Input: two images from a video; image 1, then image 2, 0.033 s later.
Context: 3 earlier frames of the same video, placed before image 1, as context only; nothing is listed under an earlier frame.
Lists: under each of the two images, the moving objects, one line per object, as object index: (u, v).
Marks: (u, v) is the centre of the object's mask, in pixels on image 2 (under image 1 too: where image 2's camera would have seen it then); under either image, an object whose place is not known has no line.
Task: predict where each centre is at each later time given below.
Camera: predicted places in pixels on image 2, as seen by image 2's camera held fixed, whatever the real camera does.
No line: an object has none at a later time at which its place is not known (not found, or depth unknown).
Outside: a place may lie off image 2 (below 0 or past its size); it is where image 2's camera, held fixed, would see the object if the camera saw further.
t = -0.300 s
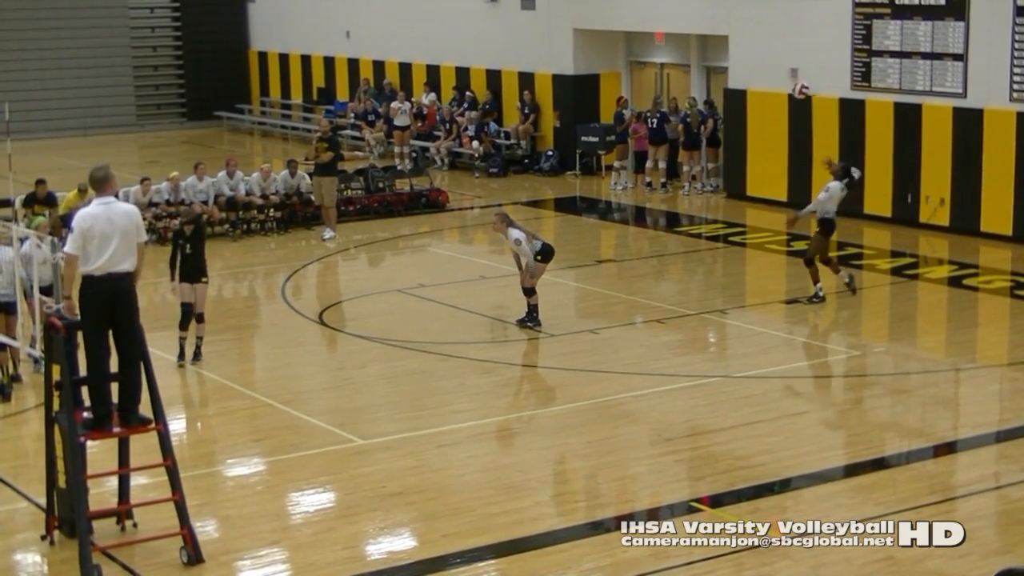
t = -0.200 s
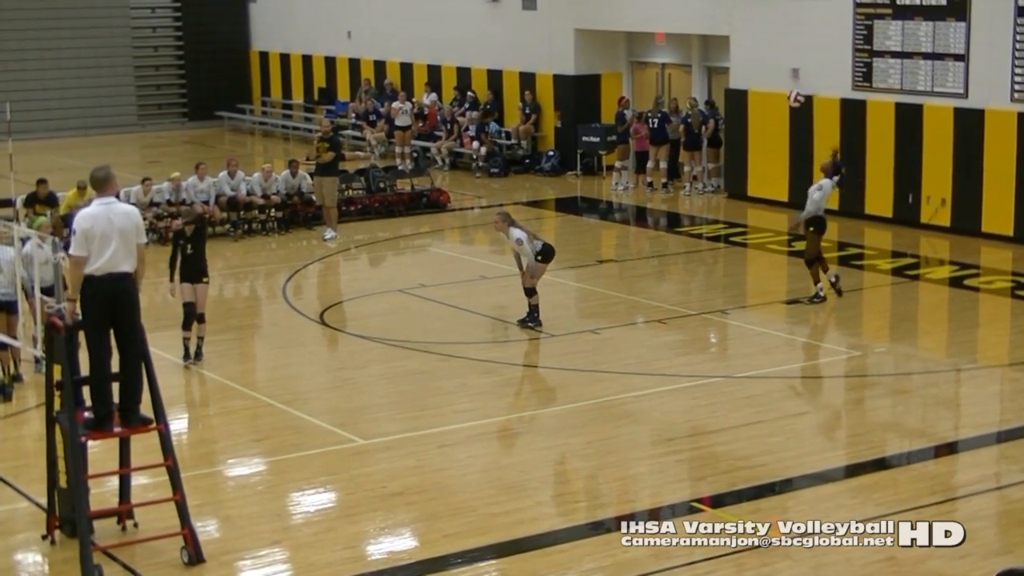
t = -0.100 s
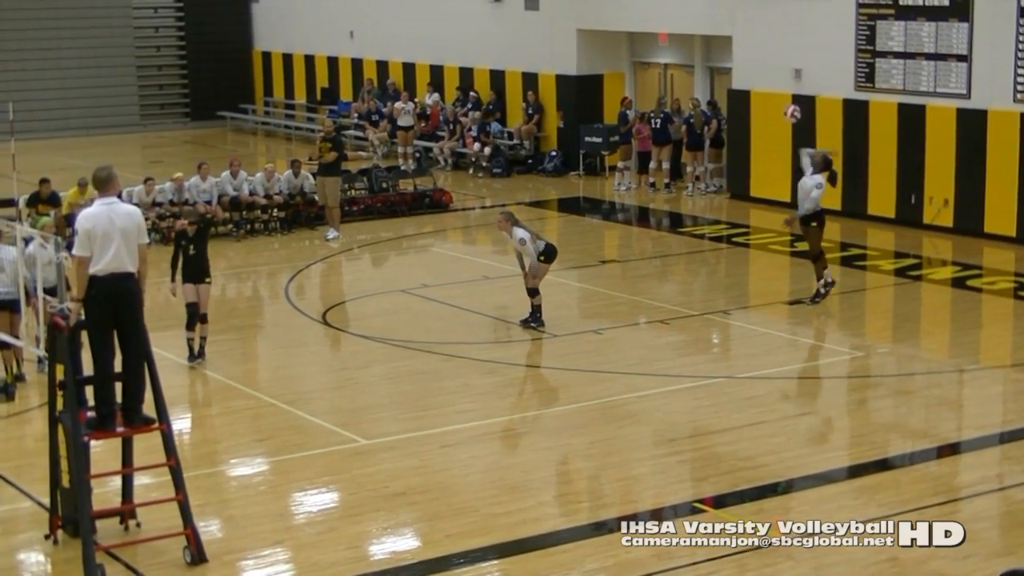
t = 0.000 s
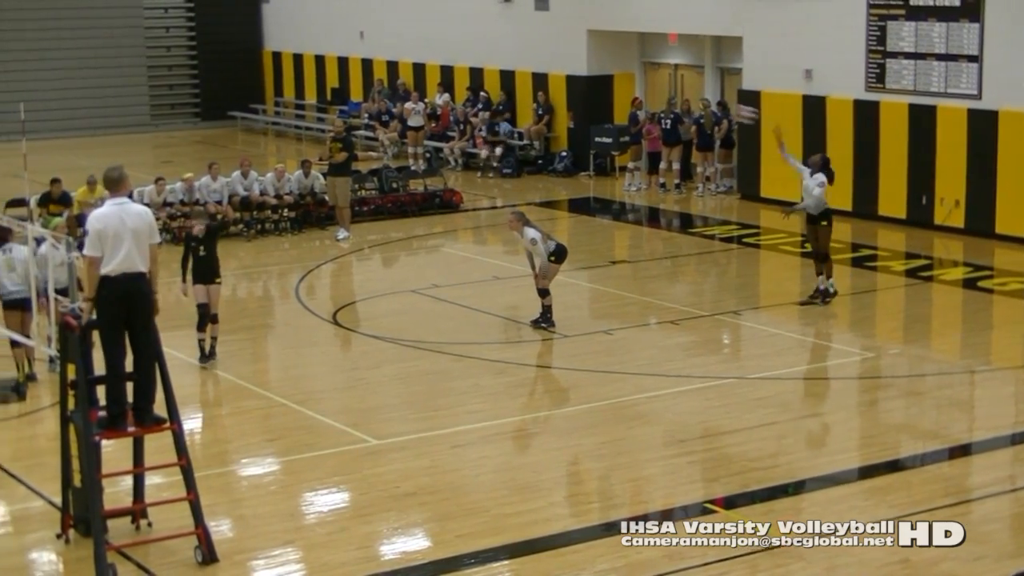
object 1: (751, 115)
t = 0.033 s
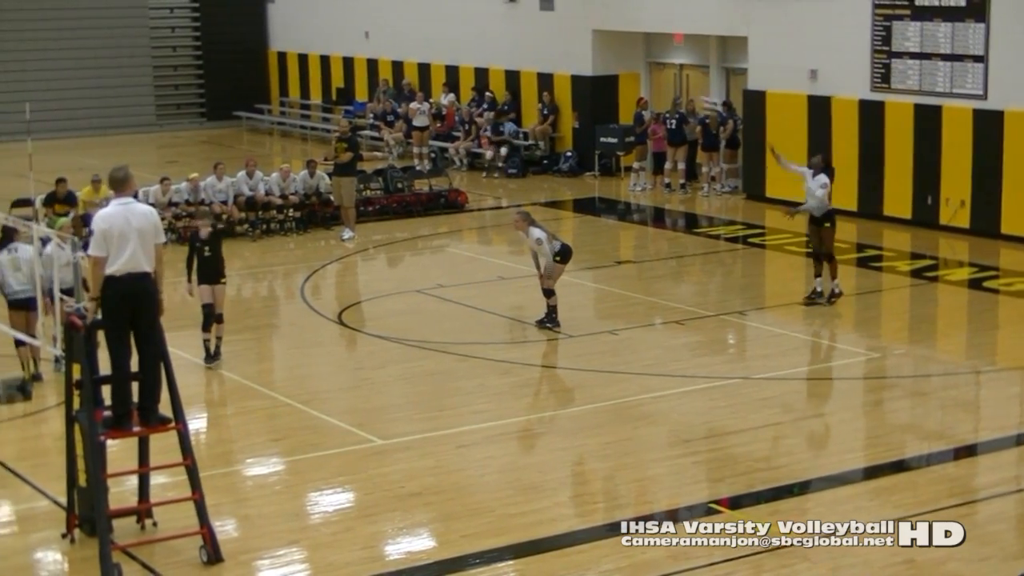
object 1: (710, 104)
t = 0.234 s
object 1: (460, 68)
